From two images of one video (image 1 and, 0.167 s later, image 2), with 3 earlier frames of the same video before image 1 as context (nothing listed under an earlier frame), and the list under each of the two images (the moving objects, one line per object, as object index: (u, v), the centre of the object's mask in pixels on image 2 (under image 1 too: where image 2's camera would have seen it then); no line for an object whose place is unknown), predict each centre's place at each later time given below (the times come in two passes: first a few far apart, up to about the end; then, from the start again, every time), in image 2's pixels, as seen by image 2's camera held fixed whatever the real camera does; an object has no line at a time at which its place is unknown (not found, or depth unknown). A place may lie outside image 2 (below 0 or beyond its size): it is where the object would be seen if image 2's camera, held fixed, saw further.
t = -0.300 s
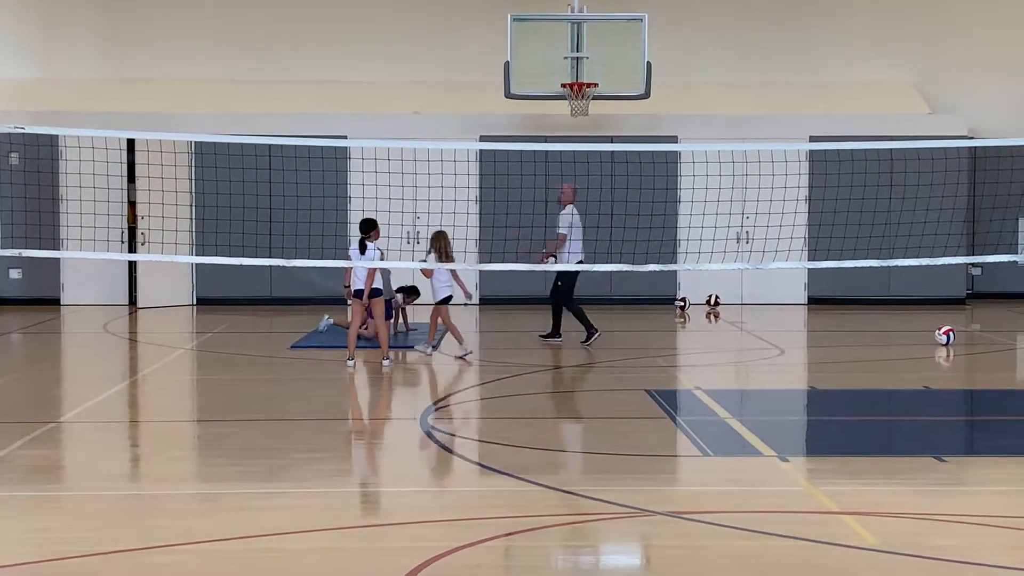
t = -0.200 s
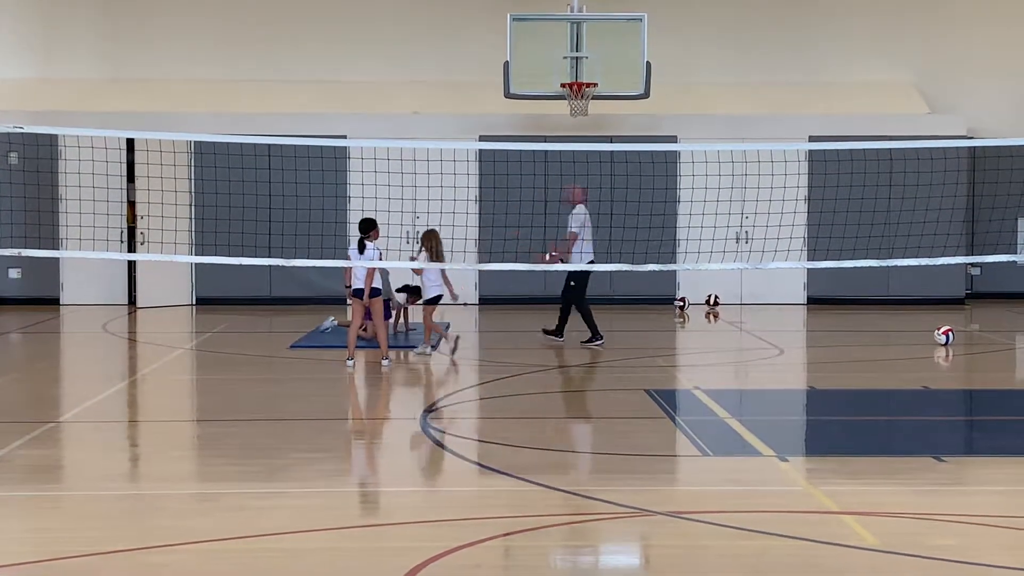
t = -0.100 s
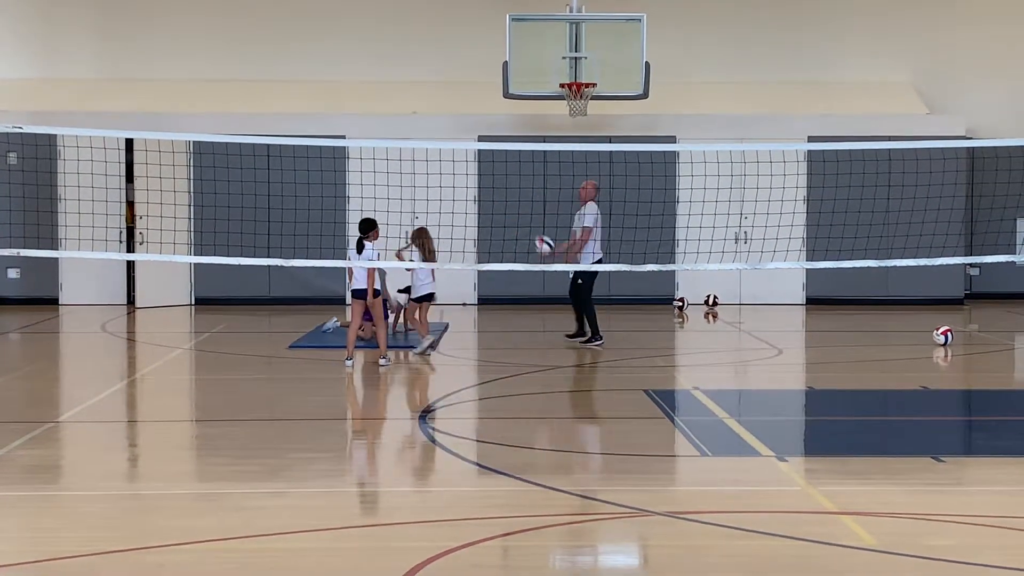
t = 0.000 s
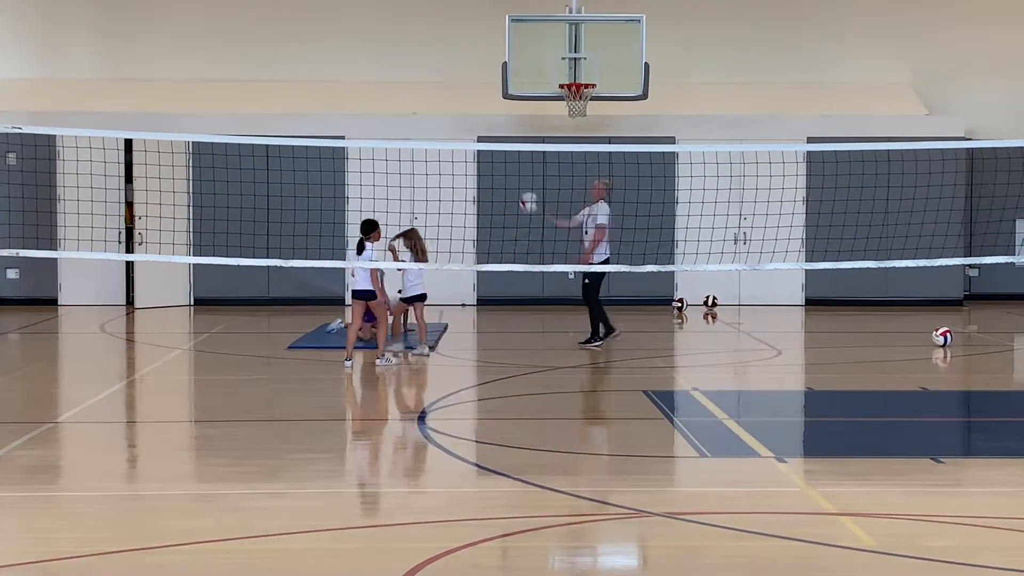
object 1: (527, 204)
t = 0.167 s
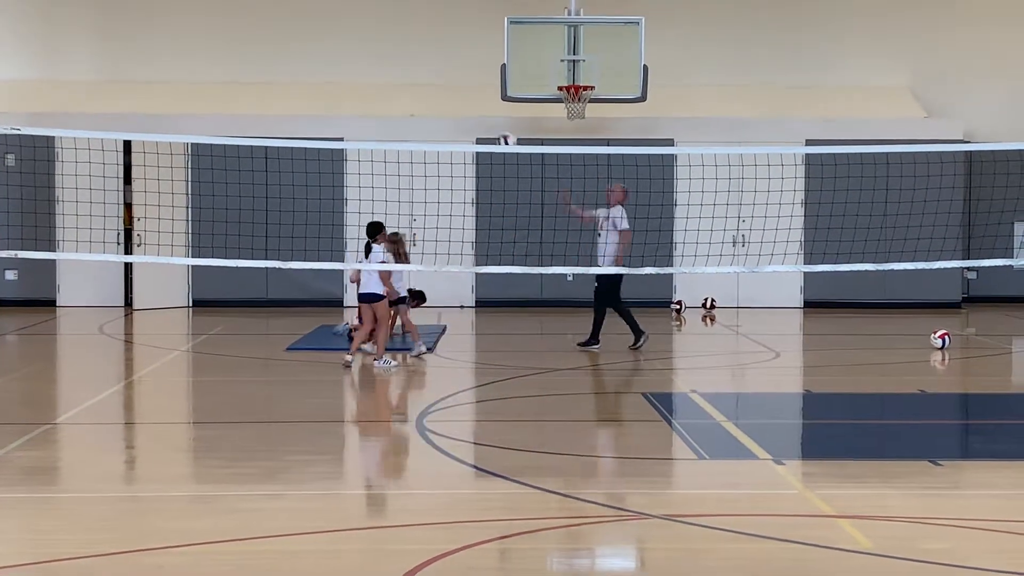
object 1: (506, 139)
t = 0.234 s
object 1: (499, 125)
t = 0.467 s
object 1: (468, 95)
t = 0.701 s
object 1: (438, 118)
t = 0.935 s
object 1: (409, 190)
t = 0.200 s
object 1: (502, 133)
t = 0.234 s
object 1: (499, 125)
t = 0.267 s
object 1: (494, 118)
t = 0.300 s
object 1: (490, 111)
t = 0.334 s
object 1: (485, 106)
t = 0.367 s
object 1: (481, 102)
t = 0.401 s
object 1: (476, 99)
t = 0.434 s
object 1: (473, 96)
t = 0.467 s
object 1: (468, 95)
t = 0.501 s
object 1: (464, 95)
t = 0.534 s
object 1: (460, 96)
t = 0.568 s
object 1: (455, 98)
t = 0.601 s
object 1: (451, 101)
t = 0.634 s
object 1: (446, 106)
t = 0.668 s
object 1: (442, 111)
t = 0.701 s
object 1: (438, 118)
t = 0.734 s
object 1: (433, 126)
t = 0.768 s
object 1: (429, 134)
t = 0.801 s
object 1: (425, 138)
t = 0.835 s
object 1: (420, 156)
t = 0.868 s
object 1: (417, 166)
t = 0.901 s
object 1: (414, 180)
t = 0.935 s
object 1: (409, 190)
